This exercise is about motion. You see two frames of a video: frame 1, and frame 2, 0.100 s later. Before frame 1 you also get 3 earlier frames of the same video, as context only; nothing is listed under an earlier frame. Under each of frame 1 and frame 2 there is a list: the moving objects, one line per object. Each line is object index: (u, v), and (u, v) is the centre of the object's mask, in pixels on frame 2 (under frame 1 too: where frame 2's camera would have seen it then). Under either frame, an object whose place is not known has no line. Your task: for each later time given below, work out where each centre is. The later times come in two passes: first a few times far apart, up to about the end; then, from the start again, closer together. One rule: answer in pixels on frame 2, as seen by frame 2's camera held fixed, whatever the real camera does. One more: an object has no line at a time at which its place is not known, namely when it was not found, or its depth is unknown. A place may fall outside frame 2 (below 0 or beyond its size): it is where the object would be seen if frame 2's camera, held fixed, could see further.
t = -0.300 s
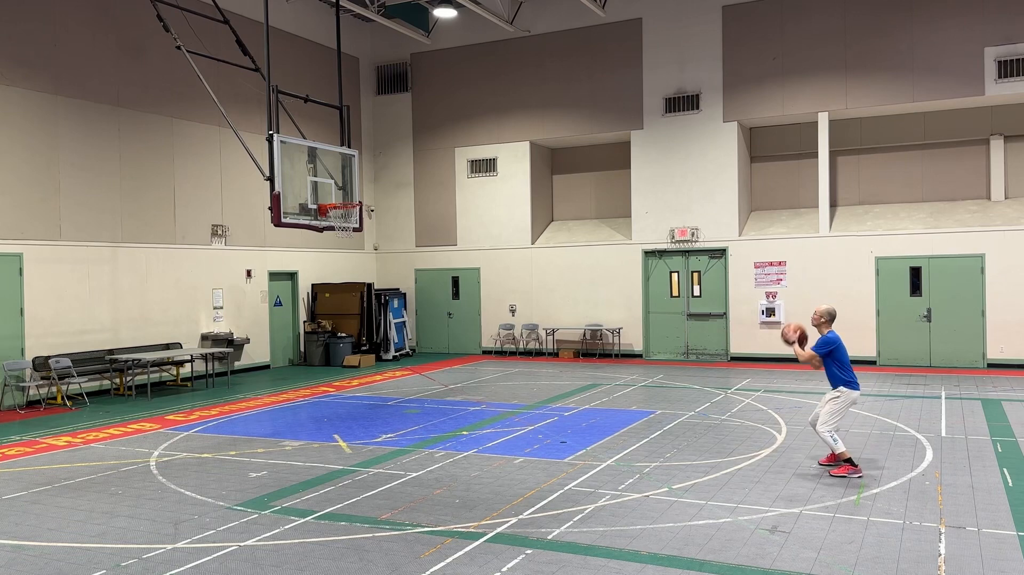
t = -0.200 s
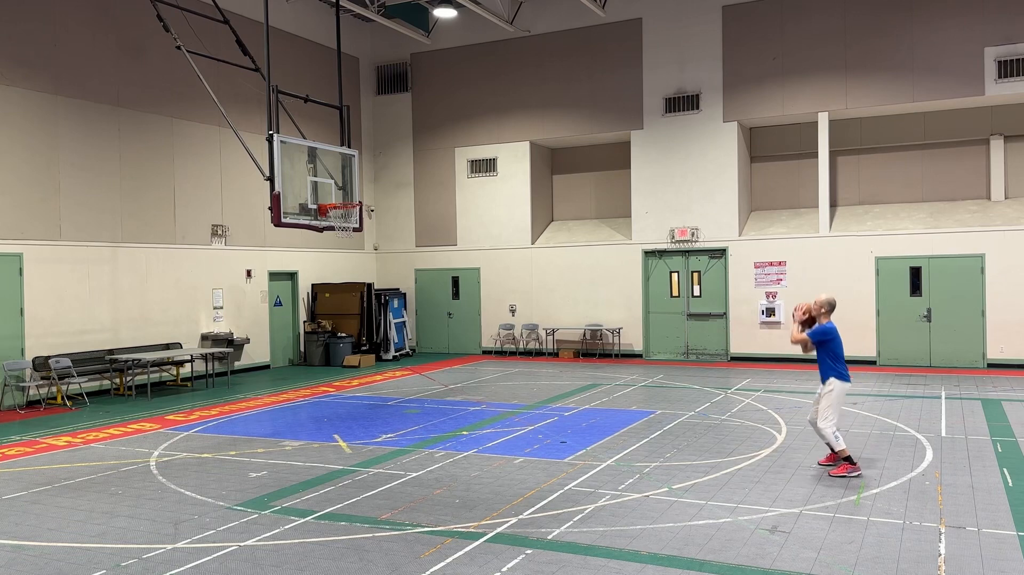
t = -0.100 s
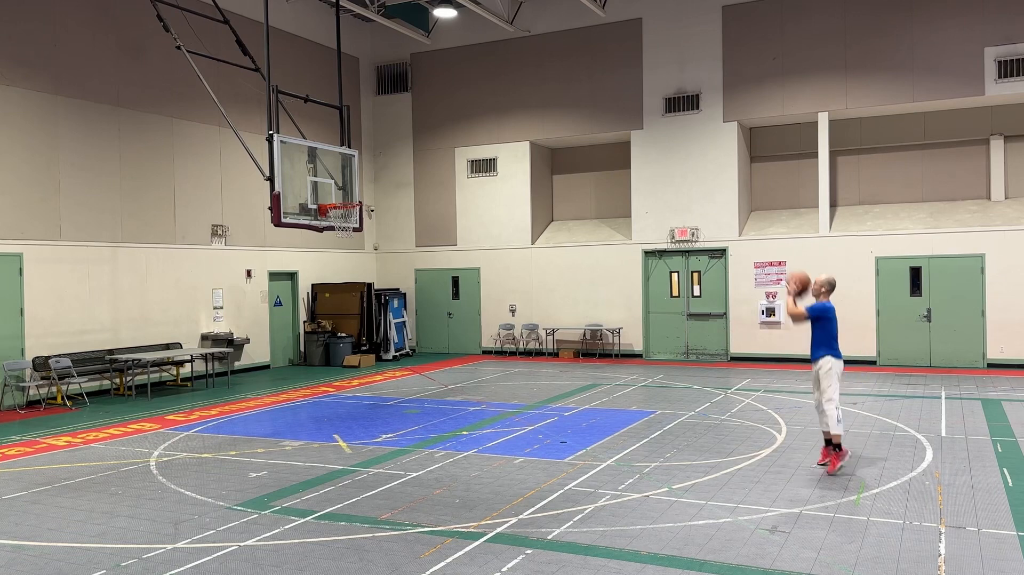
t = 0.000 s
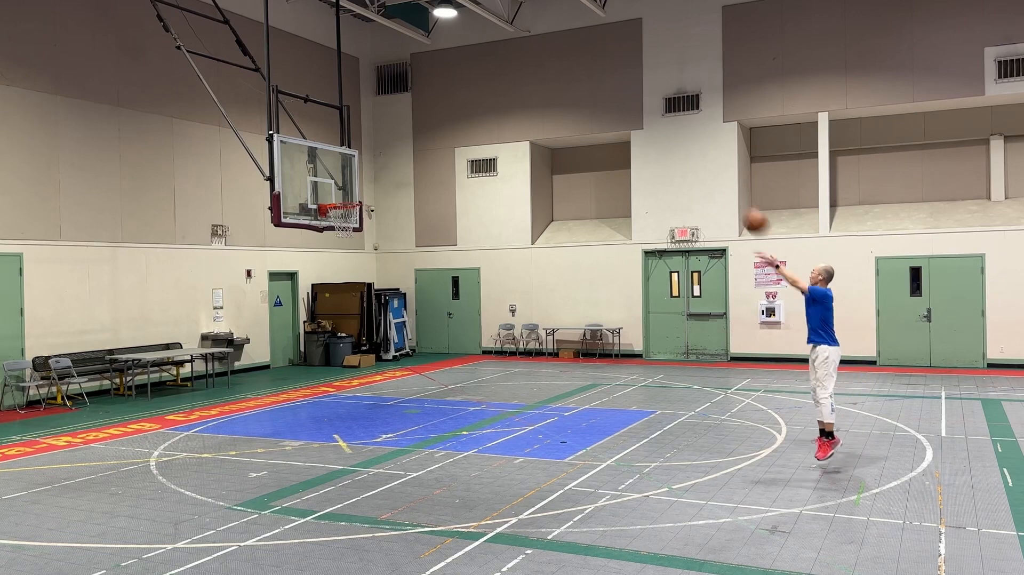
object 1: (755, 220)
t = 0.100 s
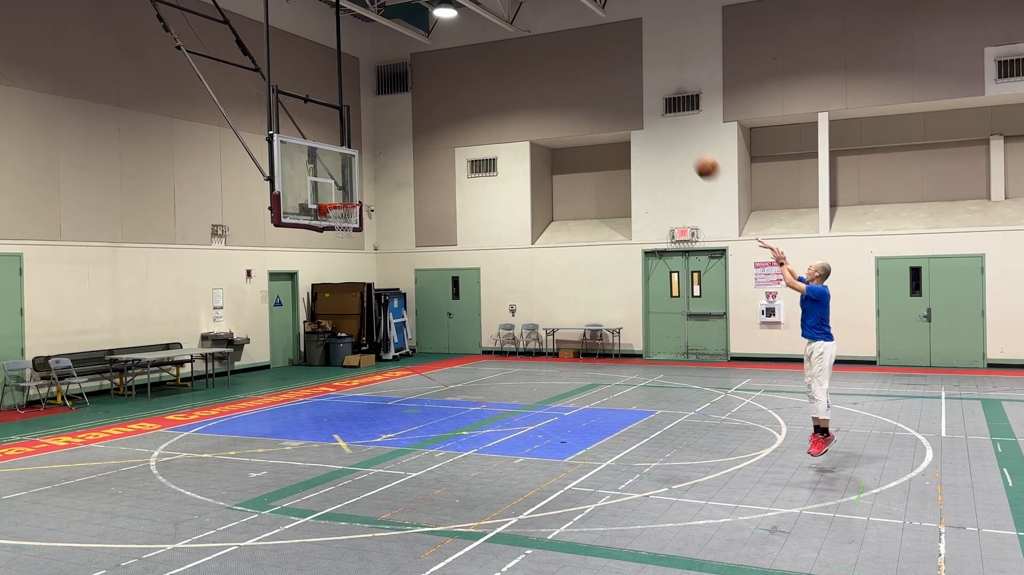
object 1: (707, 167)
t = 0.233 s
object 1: (648, 113)
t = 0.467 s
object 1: (558, 64)
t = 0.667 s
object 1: (492, 59)
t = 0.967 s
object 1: (410, 105)
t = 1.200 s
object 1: (357, 176)
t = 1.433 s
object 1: (353, 215)
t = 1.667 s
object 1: (347, 222)
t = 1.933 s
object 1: (336, 271)
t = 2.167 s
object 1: (328, 348)
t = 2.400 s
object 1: (321, 369)
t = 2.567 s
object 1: (316, 329)
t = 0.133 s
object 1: (691, 151)
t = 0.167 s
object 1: (676, 137)
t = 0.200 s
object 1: (661, 125)
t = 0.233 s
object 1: (648, 113)
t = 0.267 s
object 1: (634, 103)
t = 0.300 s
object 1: (620, 94)
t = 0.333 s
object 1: (608, 86)
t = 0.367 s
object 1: (595, 79)
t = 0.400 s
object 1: (582, 73)
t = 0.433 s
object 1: (570, 67)
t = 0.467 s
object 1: (558, 64)
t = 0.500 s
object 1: (547, 61)
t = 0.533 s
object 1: (536, 58)
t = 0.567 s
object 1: (524, 57)
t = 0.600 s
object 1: (514, 57)
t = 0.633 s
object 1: (503, 57)
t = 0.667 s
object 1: (492, 59)
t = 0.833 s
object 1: (445, 77)
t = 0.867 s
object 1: (436, 84)
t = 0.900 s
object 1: (427, 90)
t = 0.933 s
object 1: (419, 97)
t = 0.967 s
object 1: (410, 105)
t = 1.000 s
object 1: (401, 114)
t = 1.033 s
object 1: (394, 123)
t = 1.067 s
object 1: (386, 132)
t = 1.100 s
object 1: (378, 143)
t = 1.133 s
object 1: (371, 153)
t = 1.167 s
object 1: (363, 165)
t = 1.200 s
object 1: (357, 176)
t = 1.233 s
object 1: (349, 188)
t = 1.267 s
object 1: (342, 199)
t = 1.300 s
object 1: (340, 203)
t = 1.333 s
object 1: (341, 205)
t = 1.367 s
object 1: (346, 209)
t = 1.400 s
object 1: (347, 213)
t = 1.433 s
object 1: (353, 215)
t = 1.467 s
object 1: (354, 216)
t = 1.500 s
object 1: (353, 216)
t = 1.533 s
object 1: (351, 214)
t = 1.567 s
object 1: (350, 217)
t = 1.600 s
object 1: (349, 216)
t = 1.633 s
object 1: (348, 220)
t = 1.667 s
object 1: (347, 222)
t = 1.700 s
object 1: (346, 226)
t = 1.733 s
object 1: (344, 231)
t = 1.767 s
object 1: (343, 235)
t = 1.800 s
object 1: (341, 241)
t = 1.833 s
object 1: (340, 248)
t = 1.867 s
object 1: (339, 255)
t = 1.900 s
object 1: (337, 263)
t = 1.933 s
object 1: (336, 271)
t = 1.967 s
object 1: (335, 280)
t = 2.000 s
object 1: (335, 289)
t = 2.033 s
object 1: (334, 299)
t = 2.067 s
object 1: (332, 309)
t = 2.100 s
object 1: (331, 324)
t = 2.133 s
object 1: (329, 335)
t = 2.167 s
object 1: (328, 348)
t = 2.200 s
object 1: (327, 362)
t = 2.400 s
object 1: (321, 369)
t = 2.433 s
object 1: (320, 360)
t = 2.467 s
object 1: (319, 351)
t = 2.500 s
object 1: (318, 343)
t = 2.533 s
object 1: (318, 336)
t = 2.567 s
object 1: (316, 329)
